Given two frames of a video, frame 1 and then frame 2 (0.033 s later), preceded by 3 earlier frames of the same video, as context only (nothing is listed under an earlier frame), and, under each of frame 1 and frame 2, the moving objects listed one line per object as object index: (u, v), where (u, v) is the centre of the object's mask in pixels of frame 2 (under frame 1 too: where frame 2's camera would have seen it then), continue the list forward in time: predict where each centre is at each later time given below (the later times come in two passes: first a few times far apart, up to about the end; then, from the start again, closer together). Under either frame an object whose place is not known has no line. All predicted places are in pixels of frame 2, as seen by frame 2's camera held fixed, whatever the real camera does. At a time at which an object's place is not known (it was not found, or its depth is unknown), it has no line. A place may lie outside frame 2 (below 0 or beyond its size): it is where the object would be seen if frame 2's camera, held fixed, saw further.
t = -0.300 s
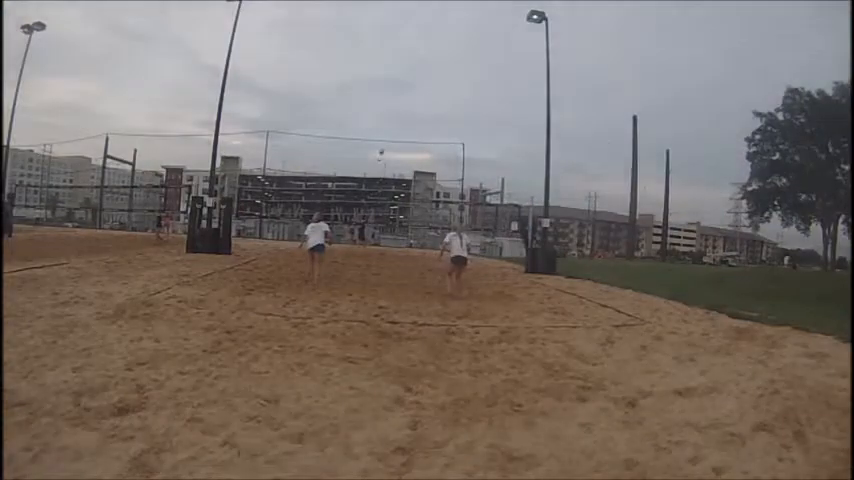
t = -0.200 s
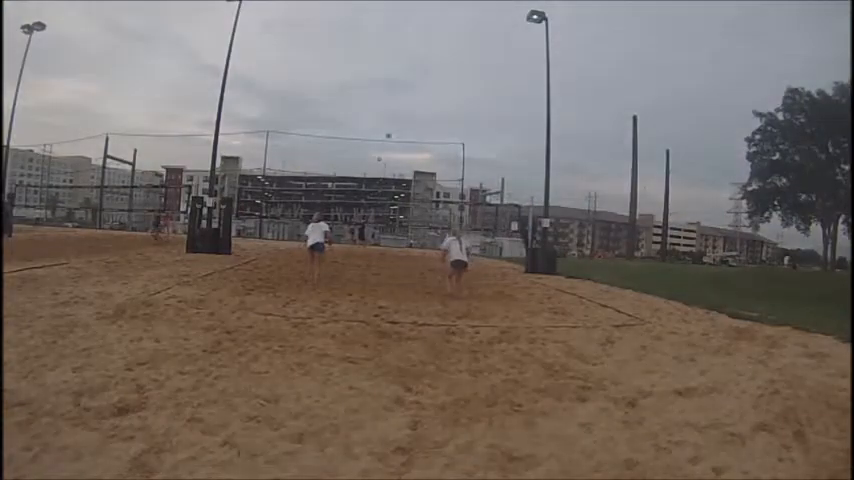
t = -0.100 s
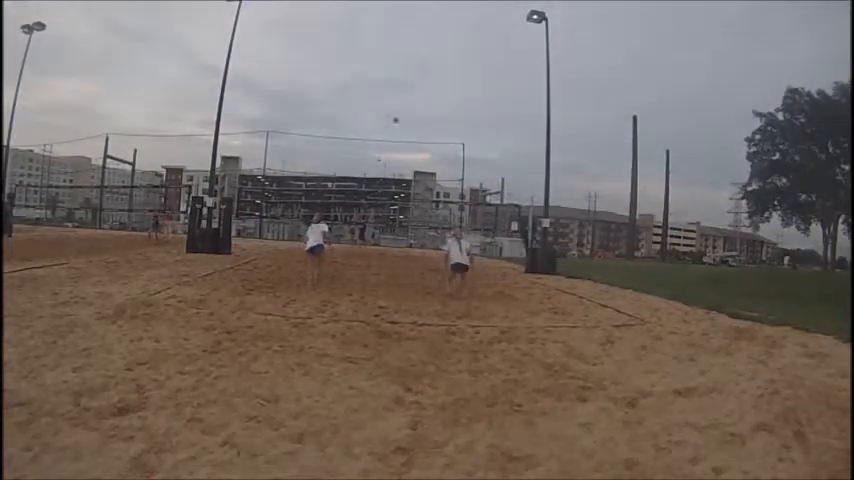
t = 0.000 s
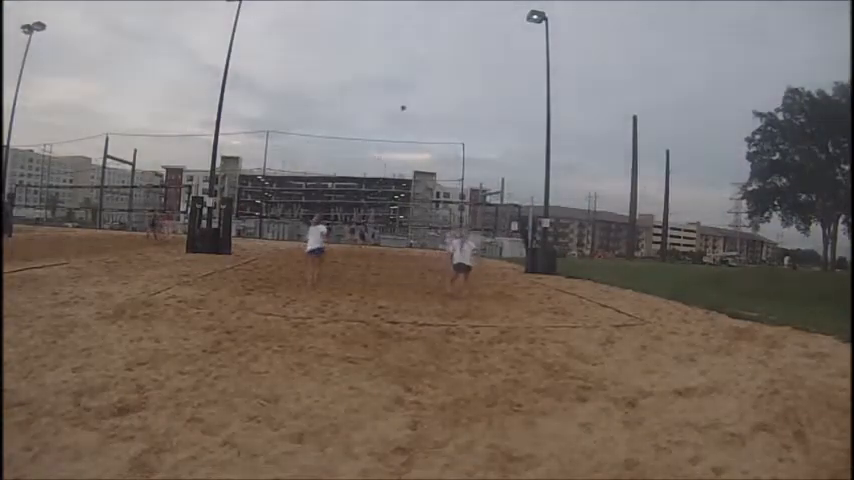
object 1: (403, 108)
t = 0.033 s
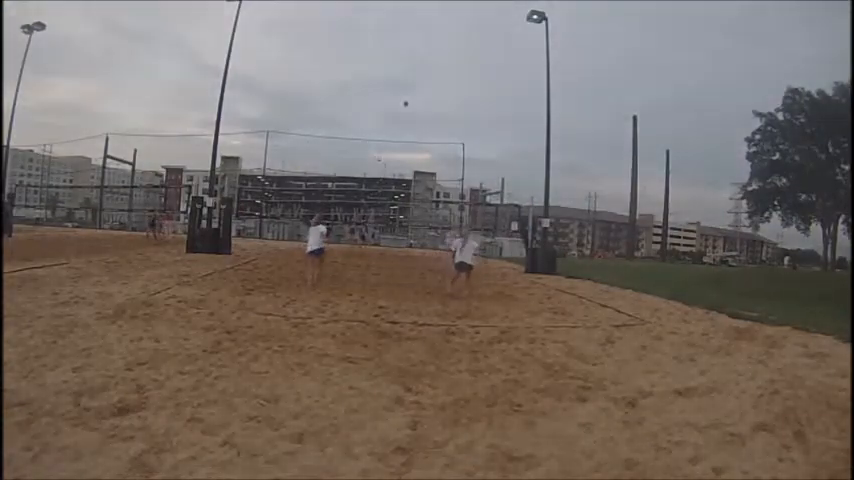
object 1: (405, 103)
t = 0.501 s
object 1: (442, 82)
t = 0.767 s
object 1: (464, 98)
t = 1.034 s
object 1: (489, 146)
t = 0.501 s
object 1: (442, 82)
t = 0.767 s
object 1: (464, 98)
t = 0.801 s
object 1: (467, 103)
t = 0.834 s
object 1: (471, 107)
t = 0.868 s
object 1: (473, 112)
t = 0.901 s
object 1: (476, 117)
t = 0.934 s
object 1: (479, 123)
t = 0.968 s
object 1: (483, 131)
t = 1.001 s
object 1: (486, 138)
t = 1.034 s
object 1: (489, 146)
